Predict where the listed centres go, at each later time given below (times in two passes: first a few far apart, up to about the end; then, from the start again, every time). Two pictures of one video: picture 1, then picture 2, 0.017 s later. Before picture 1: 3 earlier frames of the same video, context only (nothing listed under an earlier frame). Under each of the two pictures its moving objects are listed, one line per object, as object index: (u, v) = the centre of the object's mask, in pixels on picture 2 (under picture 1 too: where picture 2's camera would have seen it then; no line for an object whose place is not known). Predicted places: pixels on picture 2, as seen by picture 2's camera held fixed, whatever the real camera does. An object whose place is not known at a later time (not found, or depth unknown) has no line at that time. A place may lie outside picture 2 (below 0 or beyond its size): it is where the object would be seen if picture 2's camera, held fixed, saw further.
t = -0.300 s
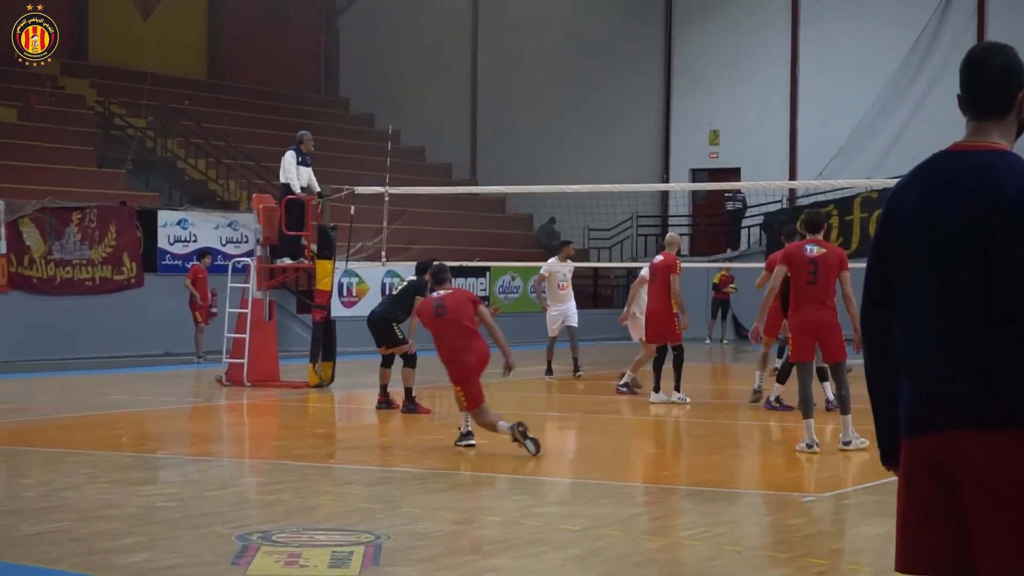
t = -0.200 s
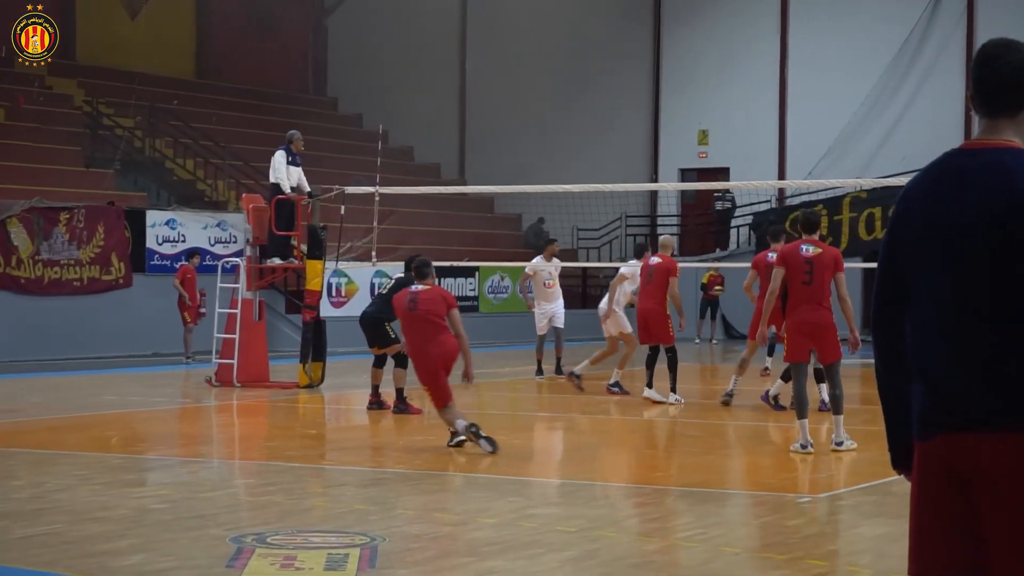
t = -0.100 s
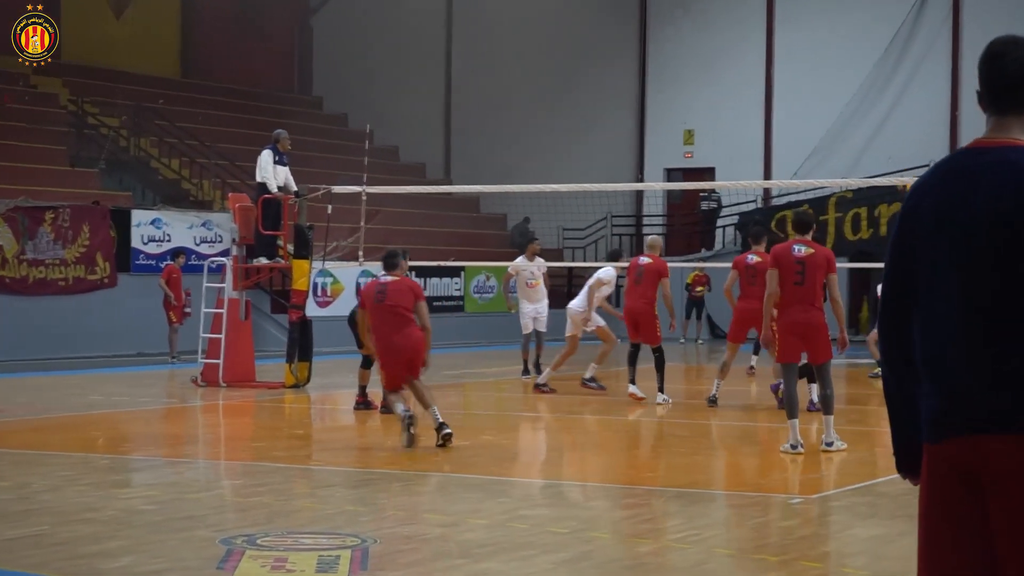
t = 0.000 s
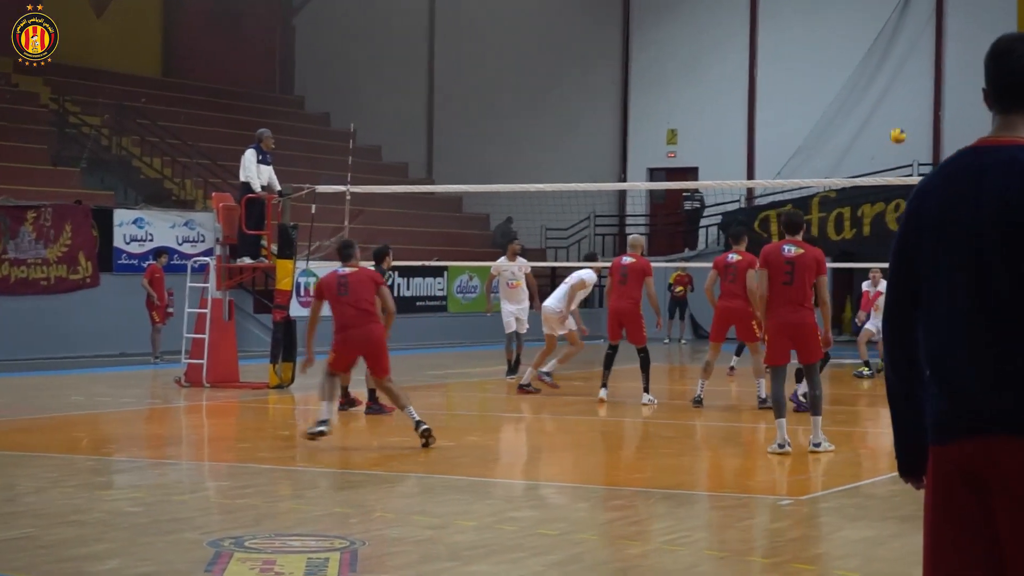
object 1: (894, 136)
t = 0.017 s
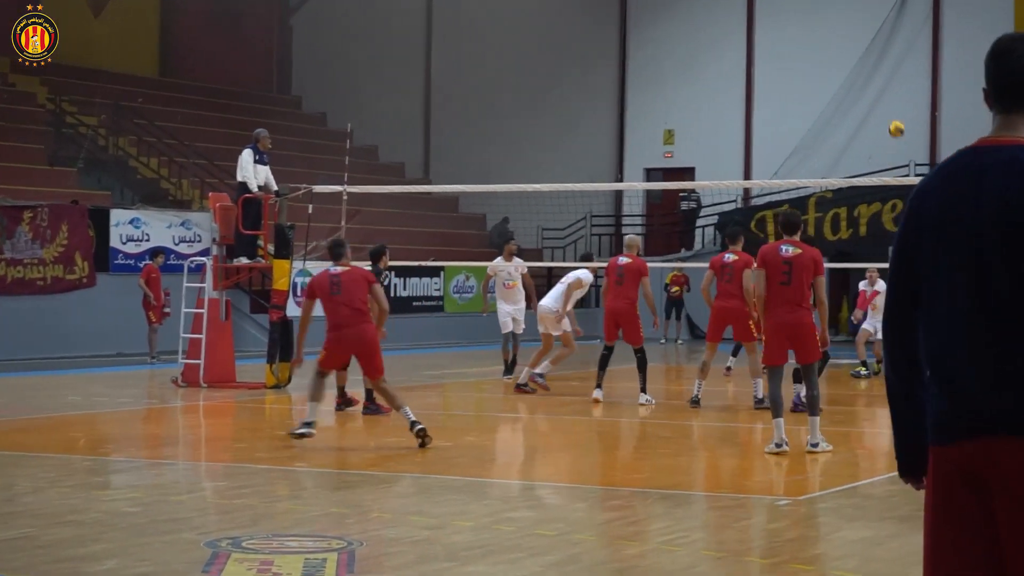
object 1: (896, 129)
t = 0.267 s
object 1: (923, 38)
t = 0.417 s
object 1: (939, 3)
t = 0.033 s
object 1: (898, 122)
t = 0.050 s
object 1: (899, 114)
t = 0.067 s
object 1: (902, 107)
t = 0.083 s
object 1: (903, 102)
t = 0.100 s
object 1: (904, 95)
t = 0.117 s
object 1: (907, 88)
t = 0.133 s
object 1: (908, 82)
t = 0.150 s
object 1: (910, 75)
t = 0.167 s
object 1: (912, 70)
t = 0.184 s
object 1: (914, 64)
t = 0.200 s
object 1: (915, 58)
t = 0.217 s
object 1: (918, 53)
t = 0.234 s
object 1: (920, 49)
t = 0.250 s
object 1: (921, 43)
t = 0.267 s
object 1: (923, 38)
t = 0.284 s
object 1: (925, 33)
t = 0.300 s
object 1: (927, 29)
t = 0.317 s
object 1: (929, 25)
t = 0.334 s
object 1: (931, 20)
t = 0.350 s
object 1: (932, 16)
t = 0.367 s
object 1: (935, 13)
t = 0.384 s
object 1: (936, 9)
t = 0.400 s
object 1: (938, 5)
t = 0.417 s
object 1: (939, 3)
